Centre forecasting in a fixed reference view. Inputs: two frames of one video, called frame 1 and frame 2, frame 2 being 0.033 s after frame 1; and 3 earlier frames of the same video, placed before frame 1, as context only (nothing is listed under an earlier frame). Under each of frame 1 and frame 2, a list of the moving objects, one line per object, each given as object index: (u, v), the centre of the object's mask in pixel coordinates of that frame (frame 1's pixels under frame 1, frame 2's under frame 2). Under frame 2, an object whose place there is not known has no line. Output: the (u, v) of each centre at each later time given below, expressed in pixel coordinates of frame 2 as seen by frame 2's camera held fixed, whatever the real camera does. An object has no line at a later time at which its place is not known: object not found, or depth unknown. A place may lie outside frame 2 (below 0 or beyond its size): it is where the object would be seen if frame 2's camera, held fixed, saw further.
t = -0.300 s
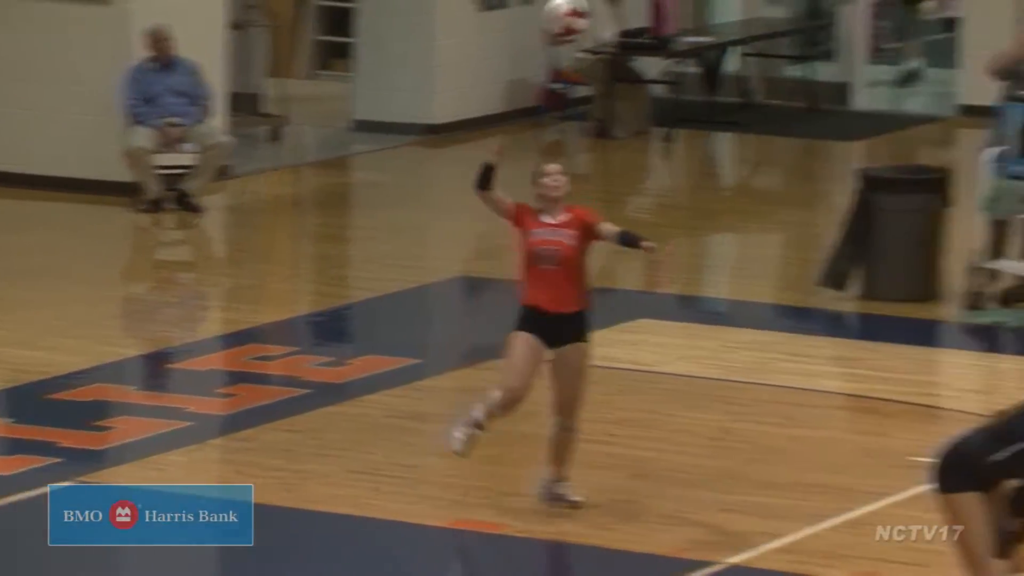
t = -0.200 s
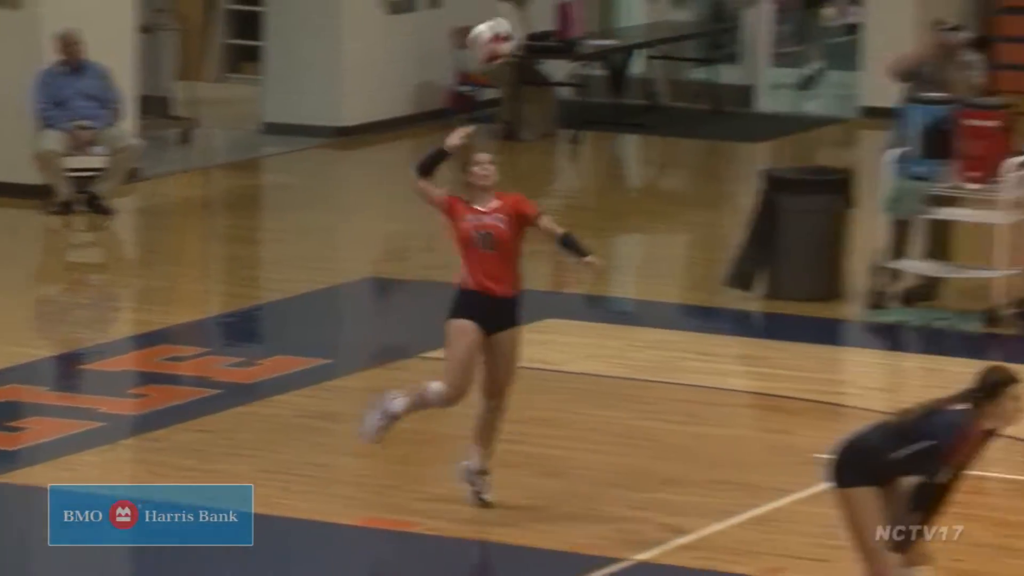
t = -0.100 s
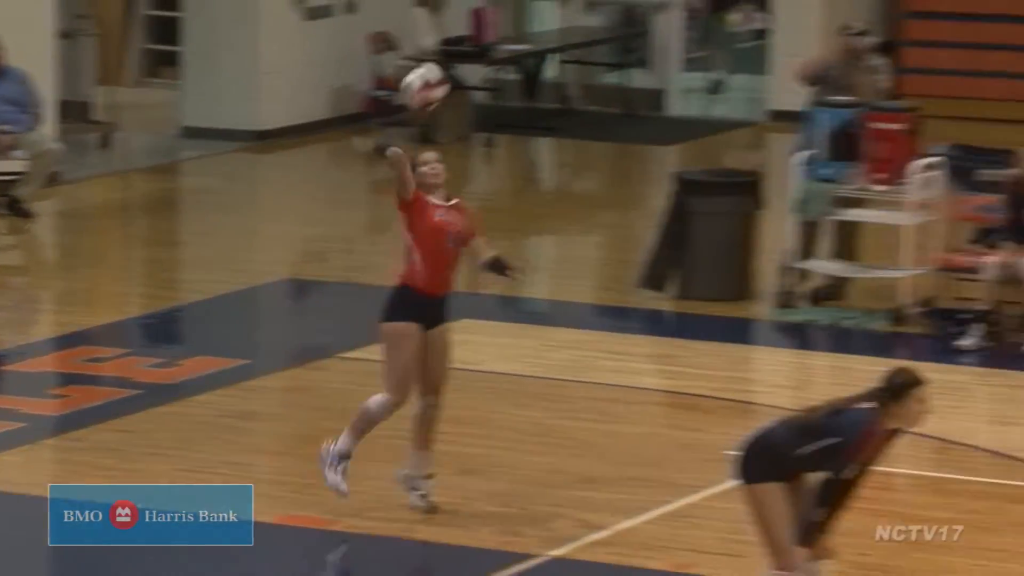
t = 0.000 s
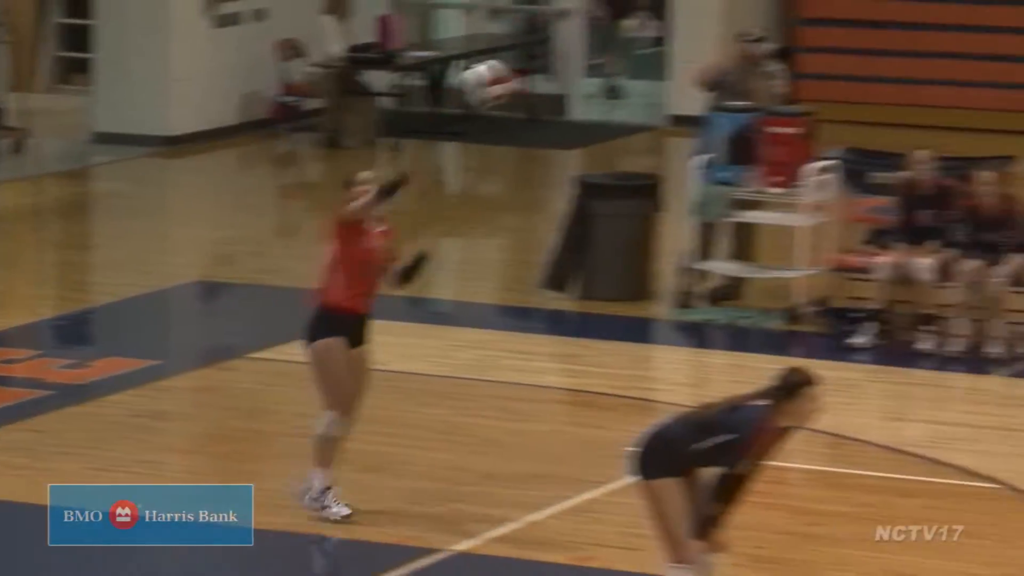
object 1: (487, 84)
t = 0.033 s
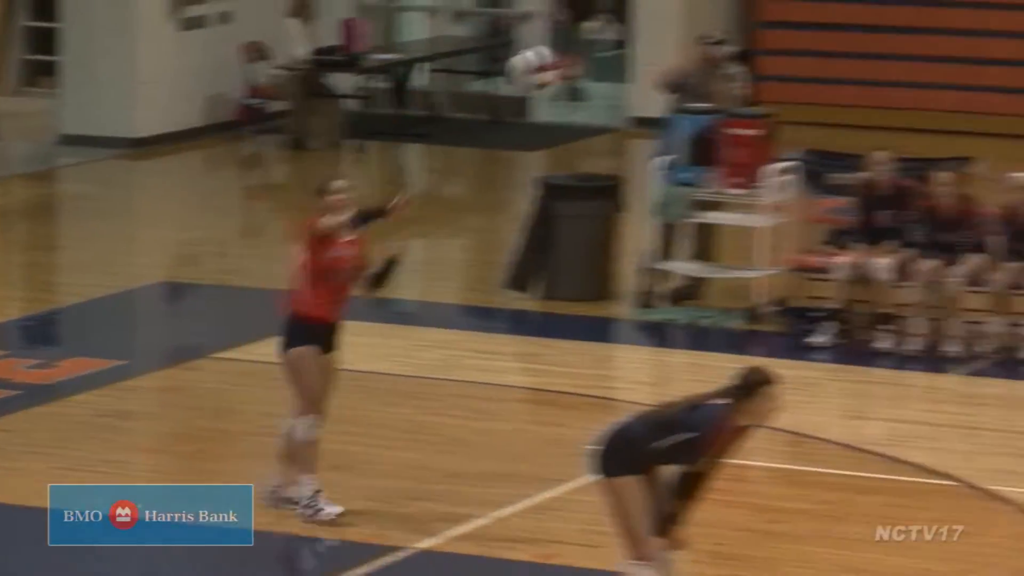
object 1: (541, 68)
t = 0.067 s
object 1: (620, 56)
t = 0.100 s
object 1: (716, 39)
